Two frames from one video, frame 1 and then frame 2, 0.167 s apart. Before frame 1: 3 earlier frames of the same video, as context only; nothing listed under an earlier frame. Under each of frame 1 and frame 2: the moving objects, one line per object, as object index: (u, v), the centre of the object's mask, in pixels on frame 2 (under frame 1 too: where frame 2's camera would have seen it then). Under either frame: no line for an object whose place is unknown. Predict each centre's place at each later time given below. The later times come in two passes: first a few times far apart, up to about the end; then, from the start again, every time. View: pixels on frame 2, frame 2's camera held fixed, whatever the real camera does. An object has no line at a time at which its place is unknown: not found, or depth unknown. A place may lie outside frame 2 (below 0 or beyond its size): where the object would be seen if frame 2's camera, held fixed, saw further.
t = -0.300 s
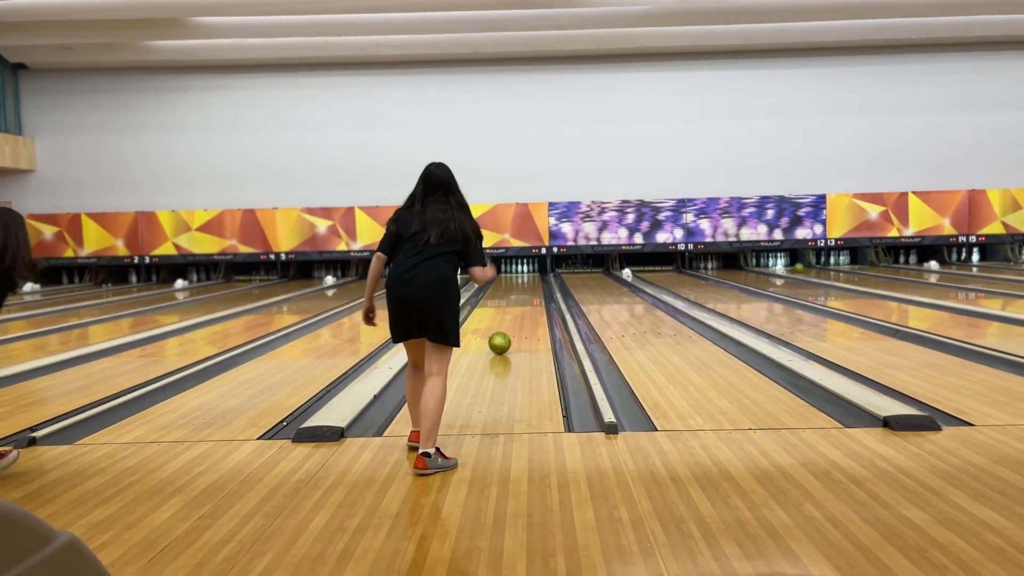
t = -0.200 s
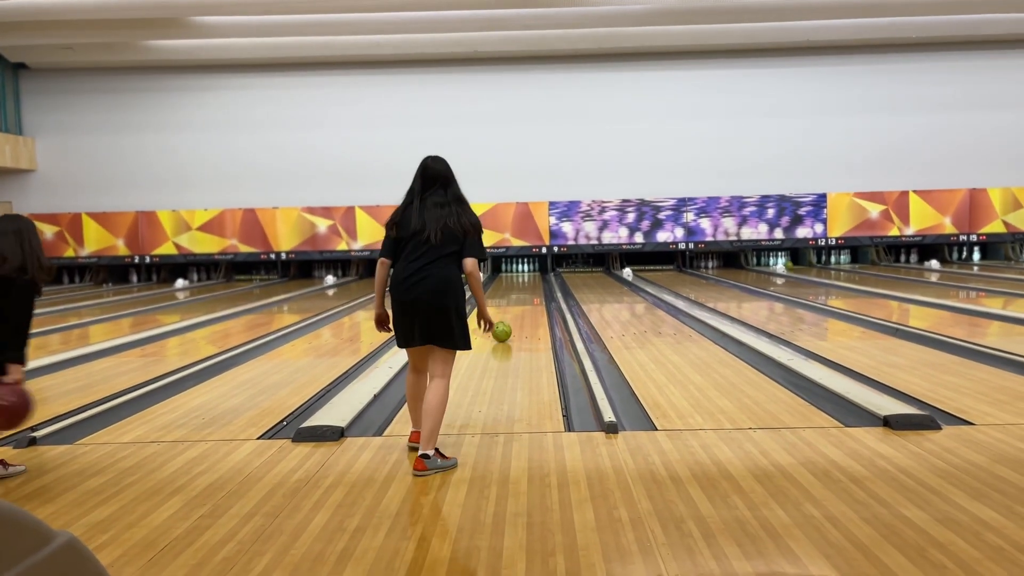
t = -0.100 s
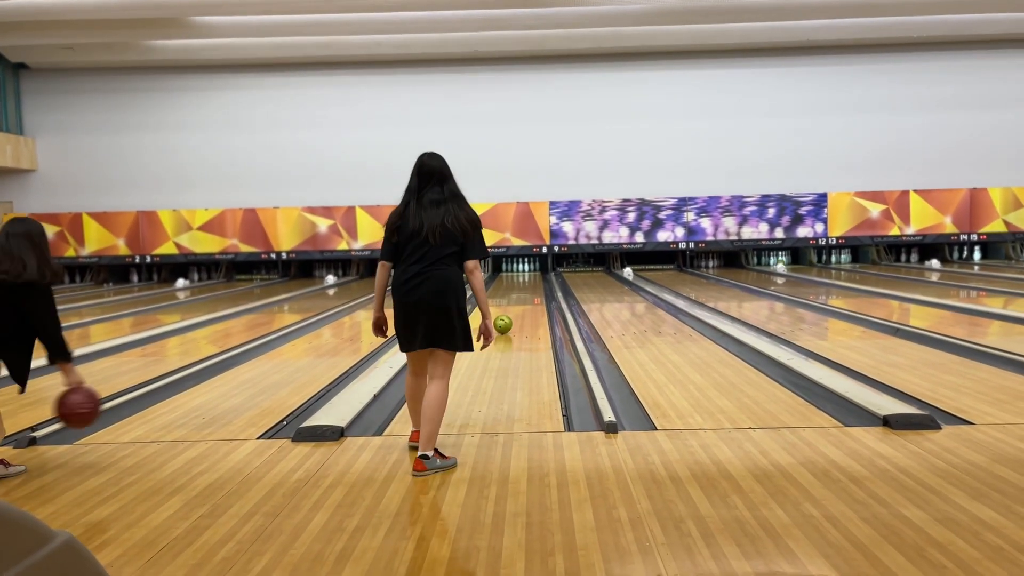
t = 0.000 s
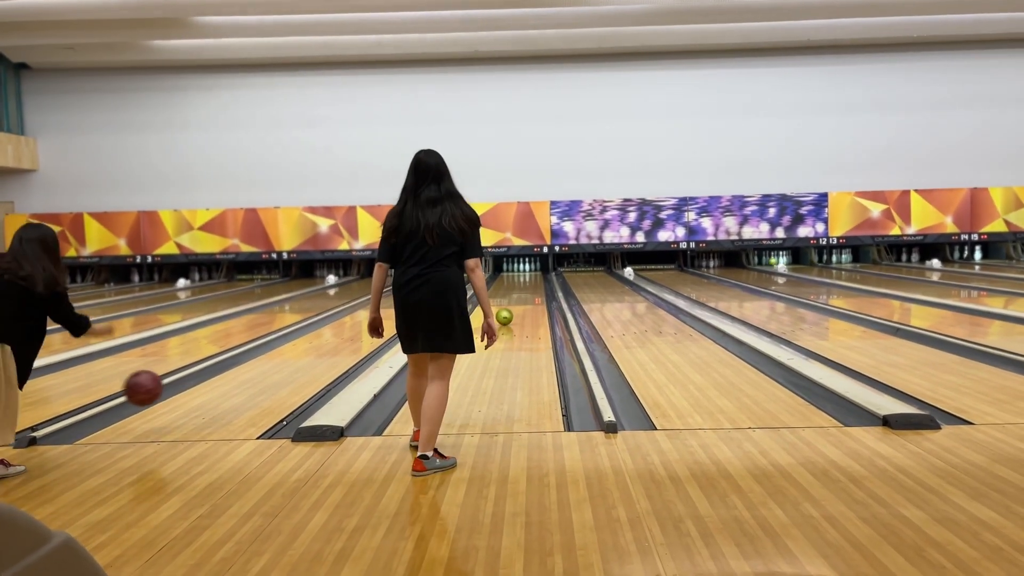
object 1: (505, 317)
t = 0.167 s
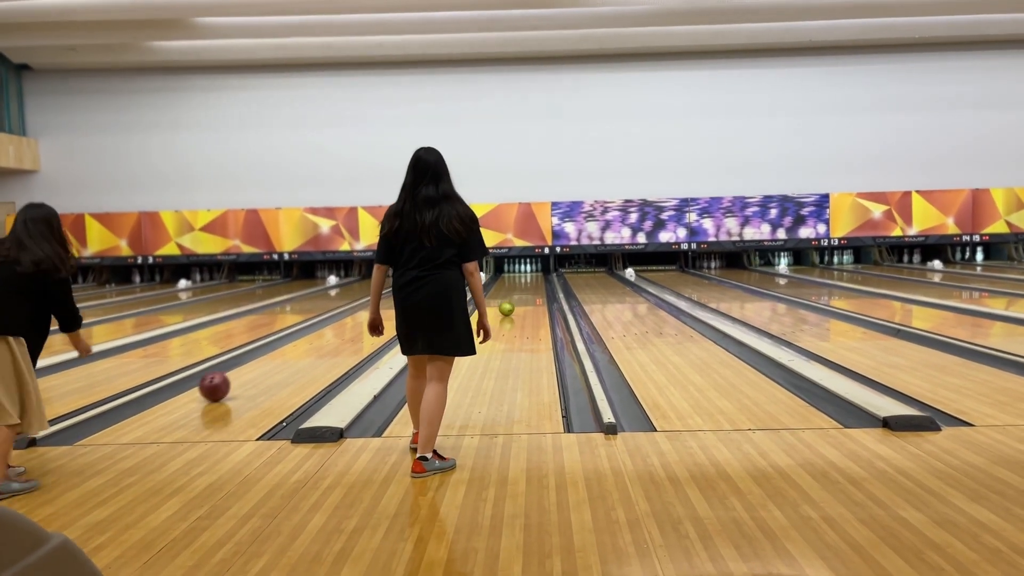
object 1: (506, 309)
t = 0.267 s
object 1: (507, 304)
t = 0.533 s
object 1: (508, 295)
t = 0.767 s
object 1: (509, 289)
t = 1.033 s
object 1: (511, 284)
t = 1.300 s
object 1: (512, 280)
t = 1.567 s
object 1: (514, 277)
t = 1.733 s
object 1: (514, 275)
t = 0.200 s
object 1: (507, 307)
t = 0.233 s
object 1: (507, 305)
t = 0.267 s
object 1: (507, 304)
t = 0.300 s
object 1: (507, 303)
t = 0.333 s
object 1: (507, 301)
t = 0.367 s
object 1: (508, 300)
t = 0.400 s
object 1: (508, 299)
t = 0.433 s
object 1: (508, 298)
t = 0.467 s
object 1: (508, 297)
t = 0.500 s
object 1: (508, 296)
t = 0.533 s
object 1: (508, 295)
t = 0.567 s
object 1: (509, 294)
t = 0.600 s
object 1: (509, 293)
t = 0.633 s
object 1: (509, 292)
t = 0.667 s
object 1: (509, 291)
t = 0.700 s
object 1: (509, 291)
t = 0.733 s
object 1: (509, 290)
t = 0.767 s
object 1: (509, 289)
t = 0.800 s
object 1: (509, 288)
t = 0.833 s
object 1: (510, 288)
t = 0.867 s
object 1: (510, 287)
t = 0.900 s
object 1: (510, 287)
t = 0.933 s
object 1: (510, 286)
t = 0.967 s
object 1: (511, 285)
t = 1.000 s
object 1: (511, 284)
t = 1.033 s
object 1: (511, 284)
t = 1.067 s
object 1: (511, 284)
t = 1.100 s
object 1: (511, 283)
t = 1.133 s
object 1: (511, 283)
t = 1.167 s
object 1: (512, 281)
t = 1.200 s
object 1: (512, 281)
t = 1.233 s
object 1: (512, 281)
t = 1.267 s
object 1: (512, 281)
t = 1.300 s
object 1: (512, 280)
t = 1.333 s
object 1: (512, 280)
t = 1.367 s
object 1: (513, 279)
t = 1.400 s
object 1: (513, 279)
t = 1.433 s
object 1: (513, 279)
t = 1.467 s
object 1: (513, 279)
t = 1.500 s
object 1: (513, 278)
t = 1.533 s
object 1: (513, 278)
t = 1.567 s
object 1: (514, 277)
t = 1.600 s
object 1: (514, 276)
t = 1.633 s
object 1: (514, 276)
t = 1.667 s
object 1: (514, 276)
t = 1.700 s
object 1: (514, 275)
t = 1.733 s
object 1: (514, 275)
